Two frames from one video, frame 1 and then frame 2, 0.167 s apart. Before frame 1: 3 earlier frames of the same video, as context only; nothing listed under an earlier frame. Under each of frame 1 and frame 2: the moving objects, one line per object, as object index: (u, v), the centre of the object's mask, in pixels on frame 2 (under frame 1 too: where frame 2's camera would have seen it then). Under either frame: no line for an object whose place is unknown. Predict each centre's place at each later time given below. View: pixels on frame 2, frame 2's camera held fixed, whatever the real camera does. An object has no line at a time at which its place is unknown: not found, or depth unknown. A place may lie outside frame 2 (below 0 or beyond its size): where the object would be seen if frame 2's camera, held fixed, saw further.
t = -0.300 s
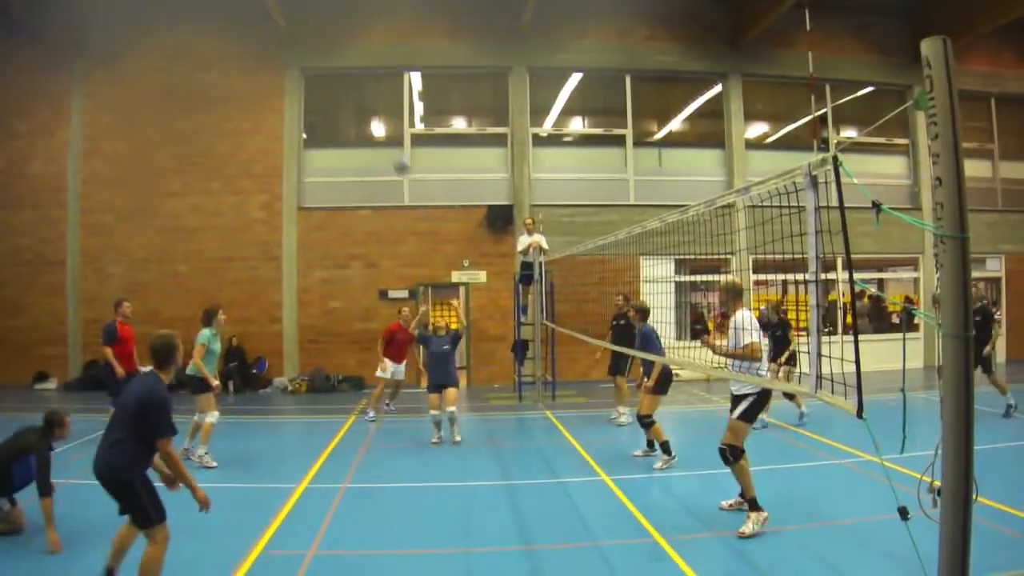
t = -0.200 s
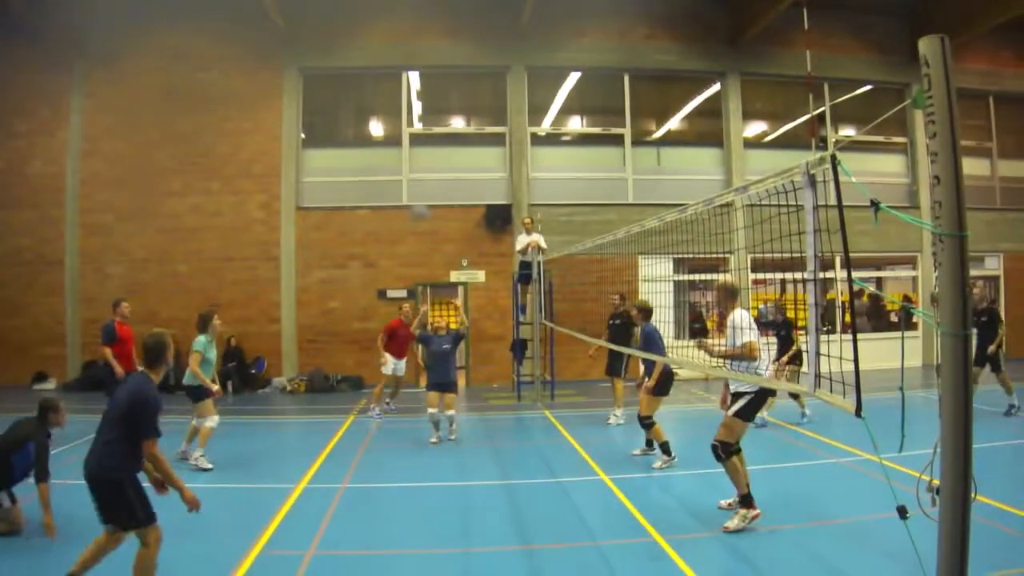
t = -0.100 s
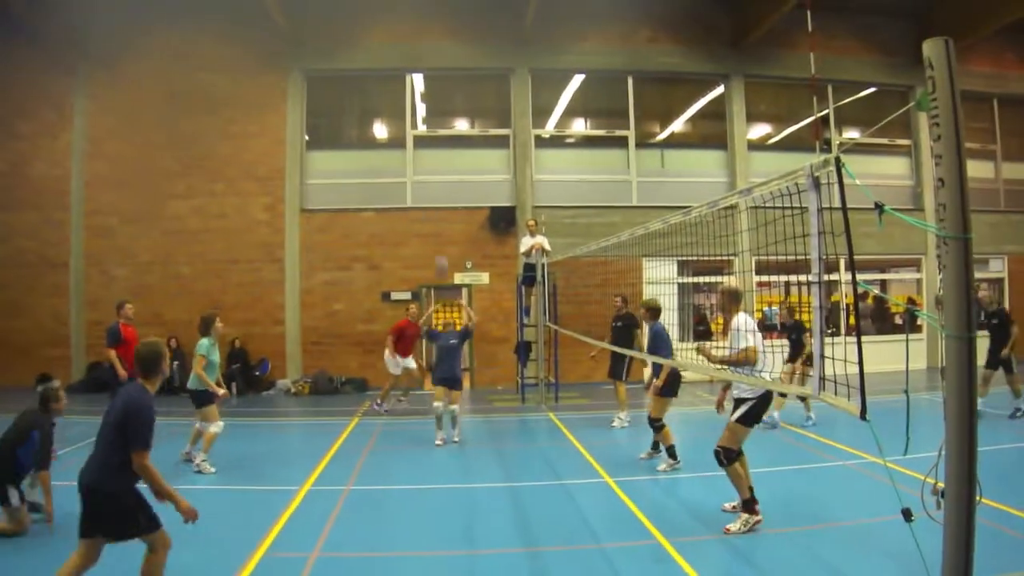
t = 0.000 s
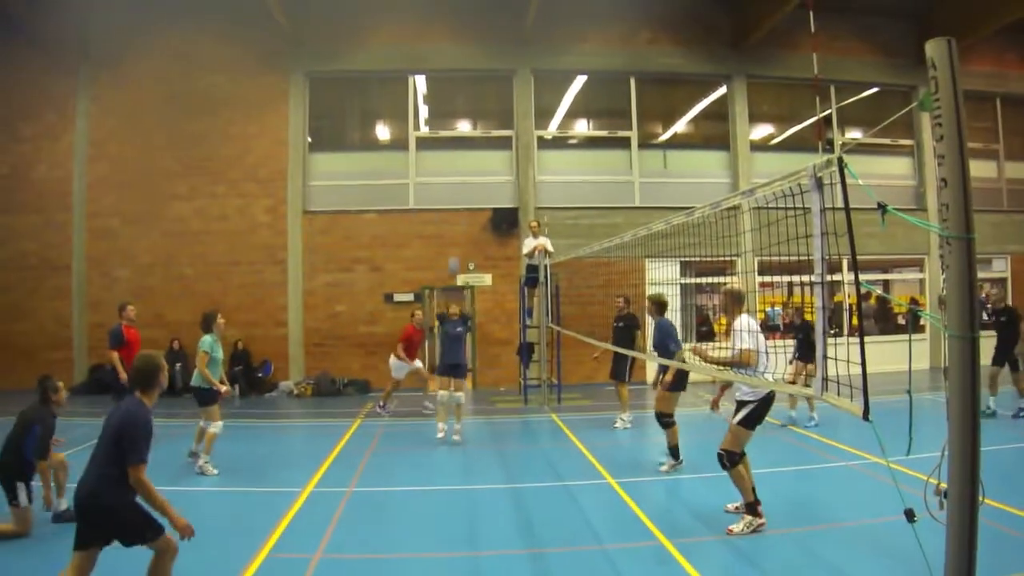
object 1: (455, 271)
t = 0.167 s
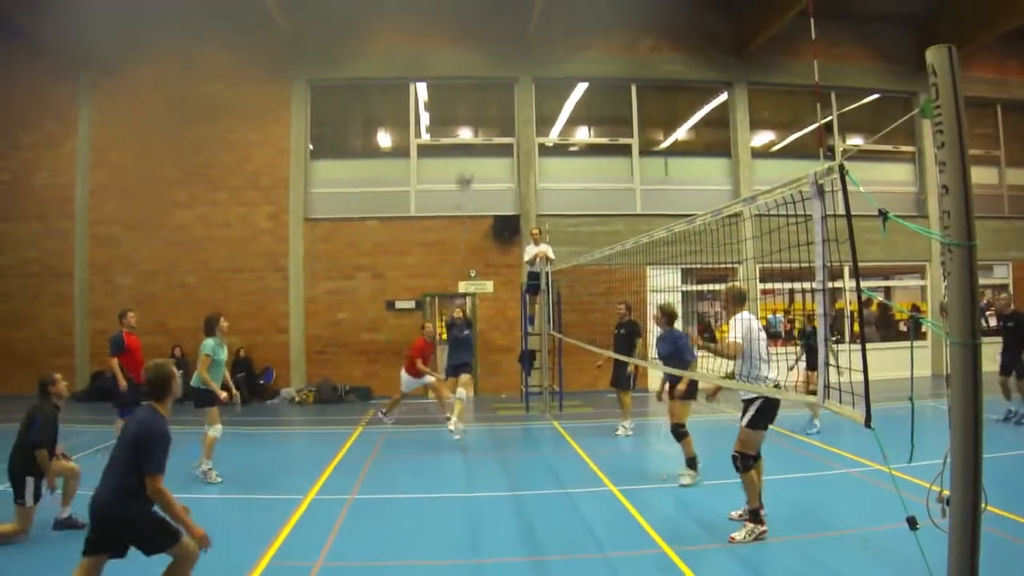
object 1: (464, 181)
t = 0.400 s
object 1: (481, 77)
